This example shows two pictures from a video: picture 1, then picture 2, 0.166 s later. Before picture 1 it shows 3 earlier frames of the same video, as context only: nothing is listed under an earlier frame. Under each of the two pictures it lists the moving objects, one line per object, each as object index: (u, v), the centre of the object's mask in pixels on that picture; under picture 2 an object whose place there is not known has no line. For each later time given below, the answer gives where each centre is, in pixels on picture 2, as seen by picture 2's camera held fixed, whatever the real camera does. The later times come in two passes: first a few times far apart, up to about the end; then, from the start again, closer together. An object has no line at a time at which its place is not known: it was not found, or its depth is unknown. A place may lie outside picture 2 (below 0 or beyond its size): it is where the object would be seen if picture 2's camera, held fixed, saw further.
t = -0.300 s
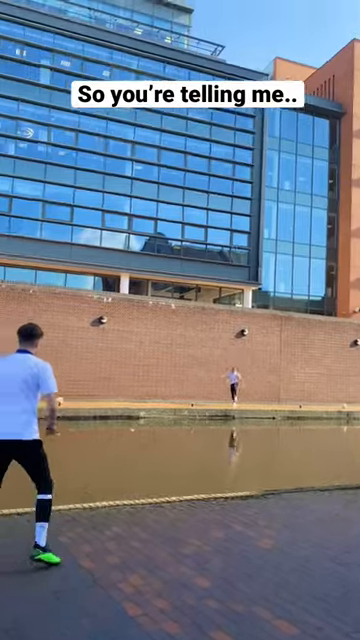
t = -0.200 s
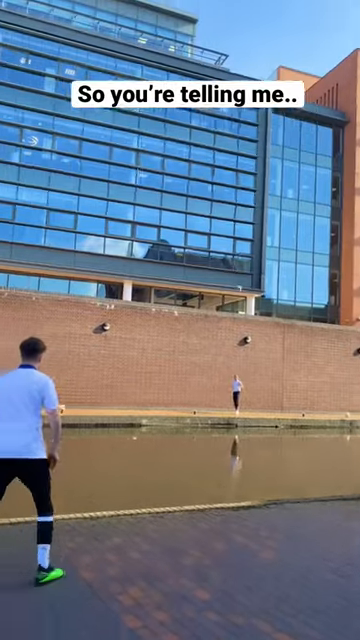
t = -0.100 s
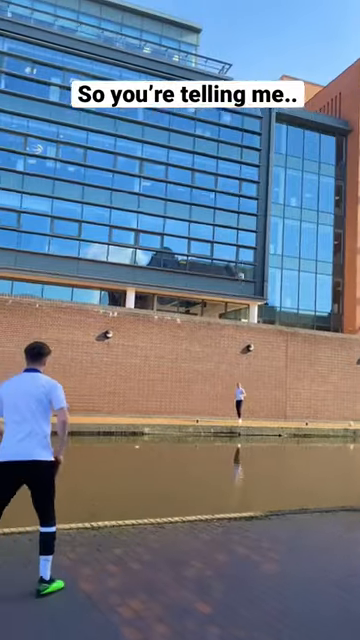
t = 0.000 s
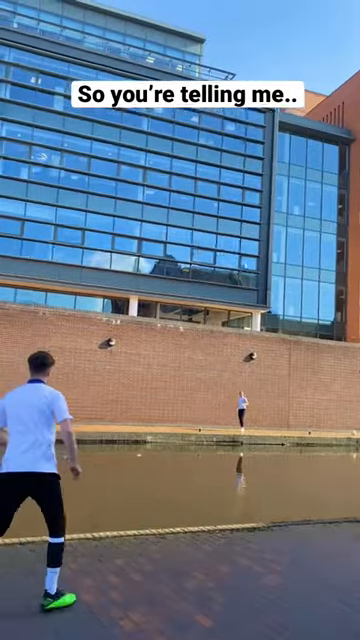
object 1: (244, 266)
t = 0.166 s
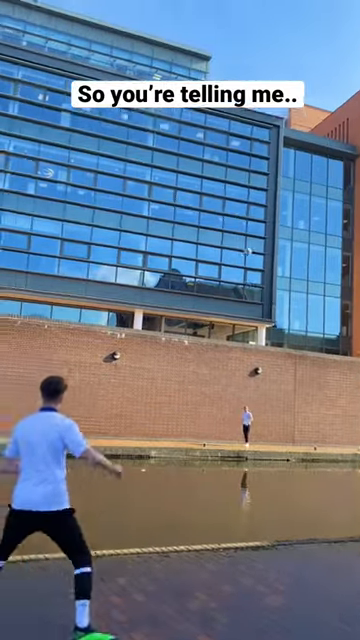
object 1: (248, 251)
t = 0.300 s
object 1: (248, 232)
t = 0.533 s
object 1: (249, 213)
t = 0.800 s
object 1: (247, 225)
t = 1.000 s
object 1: (244, 288)
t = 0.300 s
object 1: (248, 232)
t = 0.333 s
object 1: (250, 227)
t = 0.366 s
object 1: (249, 224)
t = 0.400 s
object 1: (248, 221)
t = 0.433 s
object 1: (249, 219)
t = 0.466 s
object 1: (248, 216)
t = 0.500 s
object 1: (249, 212)
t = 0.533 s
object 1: (249, 213)
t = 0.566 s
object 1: (249, 211)
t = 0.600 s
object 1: (249, 211)
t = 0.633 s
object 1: (249, 211)
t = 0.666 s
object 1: (249, 212)
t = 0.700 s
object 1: (248, 213)
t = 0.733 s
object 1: (247, 217)
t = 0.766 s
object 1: (246, 220)
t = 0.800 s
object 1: (247, 225)
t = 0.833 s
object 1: (246, 231)
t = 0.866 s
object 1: (245, 239)
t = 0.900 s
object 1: (246, 248)
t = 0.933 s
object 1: (245, 259)
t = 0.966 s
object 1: (243, 272)
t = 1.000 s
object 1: (244, 288)
